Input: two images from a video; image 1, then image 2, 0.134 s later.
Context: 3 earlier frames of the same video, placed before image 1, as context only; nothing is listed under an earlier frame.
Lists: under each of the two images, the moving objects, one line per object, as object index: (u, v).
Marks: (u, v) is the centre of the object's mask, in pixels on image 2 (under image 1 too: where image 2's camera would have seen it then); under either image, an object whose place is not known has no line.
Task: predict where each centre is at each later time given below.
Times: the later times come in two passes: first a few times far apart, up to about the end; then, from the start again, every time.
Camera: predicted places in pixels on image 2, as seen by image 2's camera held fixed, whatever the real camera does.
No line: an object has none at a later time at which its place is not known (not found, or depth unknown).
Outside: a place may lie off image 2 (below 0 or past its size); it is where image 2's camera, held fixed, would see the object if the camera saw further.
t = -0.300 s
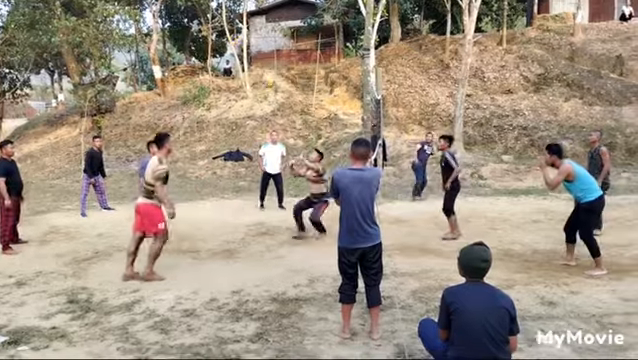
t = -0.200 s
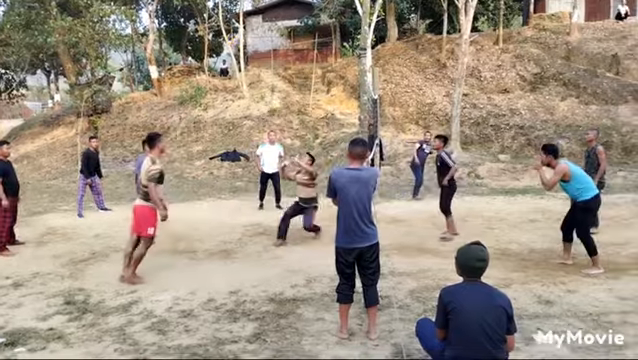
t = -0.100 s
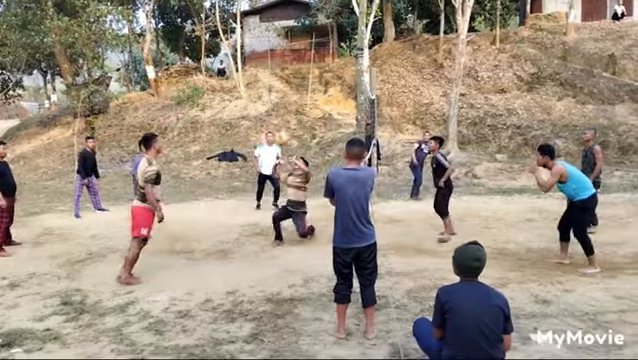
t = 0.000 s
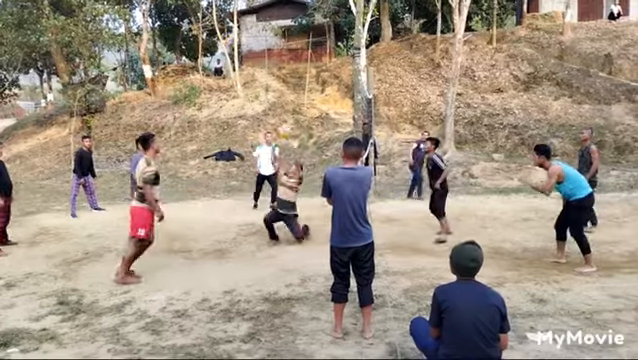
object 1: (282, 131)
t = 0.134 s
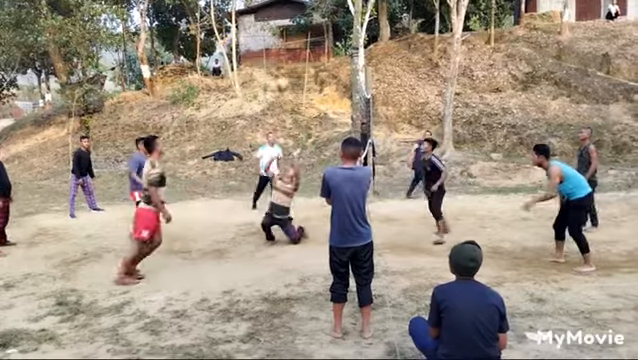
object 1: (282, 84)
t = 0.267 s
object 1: (282, 47)
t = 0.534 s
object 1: (282, 8)
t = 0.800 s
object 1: (283, 15)
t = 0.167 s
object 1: (282, 74)
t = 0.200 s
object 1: (281, 63)
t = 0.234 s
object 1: (282, 55)
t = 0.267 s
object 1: (282, 47)
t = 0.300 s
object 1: (281, 40)
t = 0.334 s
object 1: (282, 33)
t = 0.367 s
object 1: (281, 29)
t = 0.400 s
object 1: (282, 21)
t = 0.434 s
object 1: (282, 17)
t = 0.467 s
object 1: (282, 13)
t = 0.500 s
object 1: (282, 11)
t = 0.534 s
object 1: (282, 8)
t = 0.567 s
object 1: (282, 6)
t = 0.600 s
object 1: (282, 5)
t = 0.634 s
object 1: (282, 6)
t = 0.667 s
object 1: (282, 6)
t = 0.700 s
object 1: (282, 7)
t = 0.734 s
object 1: (283, 9)
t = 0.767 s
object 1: (283, 12)
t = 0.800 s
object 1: (283, 15)
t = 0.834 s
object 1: (284, 20)
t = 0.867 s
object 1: (281, 26)
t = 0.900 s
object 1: (283, 30)
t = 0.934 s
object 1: (284, 38)
